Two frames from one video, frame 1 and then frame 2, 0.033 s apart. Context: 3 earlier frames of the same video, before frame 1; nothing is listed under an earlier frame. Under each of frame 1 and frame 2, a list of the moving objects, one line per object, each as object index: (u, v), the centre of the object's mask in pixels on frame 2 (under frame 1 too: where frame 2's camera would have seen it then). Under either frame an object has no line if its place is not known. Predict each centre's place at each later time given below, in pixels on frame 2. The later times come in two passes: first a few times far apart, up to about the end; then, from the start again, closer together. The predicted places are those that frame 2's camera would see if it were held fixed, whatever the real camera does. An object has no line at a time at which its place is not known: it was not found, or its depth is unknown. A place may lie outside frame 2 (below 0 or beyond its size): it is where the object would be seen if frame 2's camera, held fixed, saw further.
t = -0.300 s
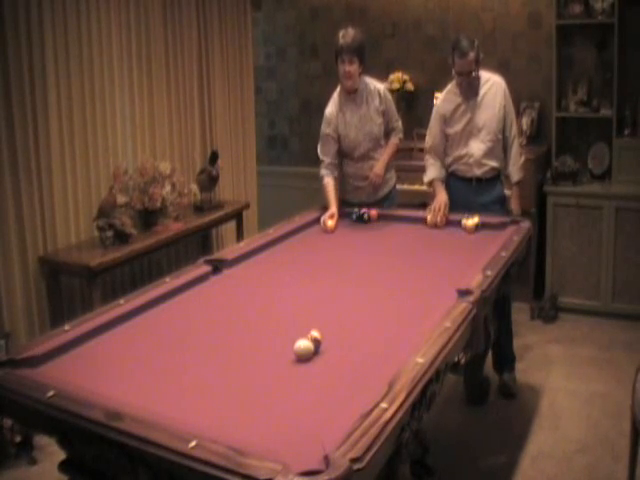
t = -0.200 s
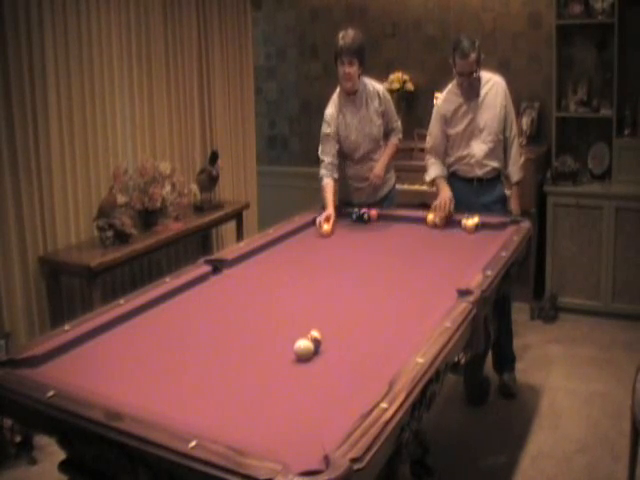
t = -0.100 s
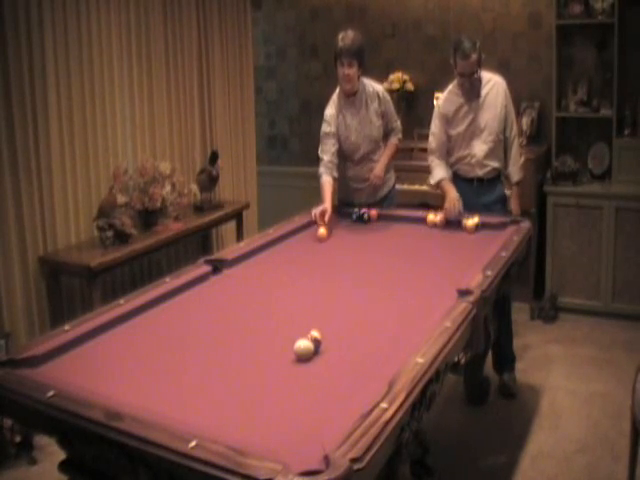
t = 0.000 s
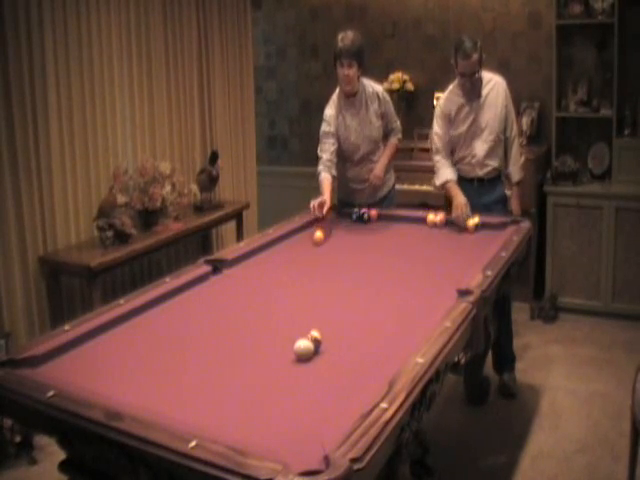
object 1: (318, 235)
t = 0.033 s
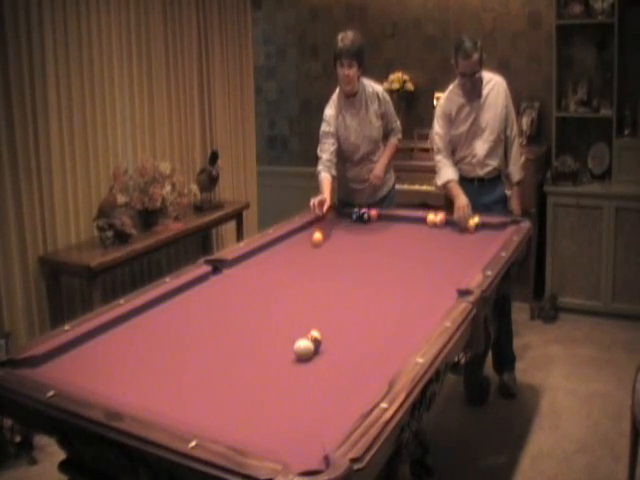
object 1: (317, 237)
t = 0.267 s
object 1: (309, 245)
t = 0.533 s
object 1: (299, 256)
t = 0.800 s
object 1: (288, 268)
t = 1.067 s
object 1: (276, 280)
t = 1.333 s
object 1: (264, 294)
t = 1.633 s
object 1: (249, 311)
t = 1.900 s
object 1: (233, 329)
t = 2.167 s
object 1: (217, 347)
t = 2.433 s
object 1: (200, 366)
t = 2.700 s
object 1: (181, 387)
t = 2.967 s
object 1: (169, 402)
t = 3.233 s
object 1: (189, 395)
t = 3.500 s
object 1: (207, 386)
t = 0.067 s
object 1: (315, 238)
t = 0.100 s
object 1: (314, 239)
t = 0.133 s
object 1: (313, 240)
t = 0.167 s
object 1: (312, 242)
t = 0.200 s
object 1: (311, 243)
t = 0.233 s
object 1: (310, 244)
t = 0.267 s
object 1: (309, 245)
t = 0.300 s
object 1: (307, 246)
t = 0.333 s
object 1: (306, 248)
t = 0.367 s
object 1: (305, 249)
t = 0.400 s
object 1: (304, 250)
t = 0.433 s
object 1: (303, 252)
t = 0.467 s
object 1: (301, 253)
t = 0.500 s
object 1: (300, 254)
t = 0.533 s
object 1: (299, 256)
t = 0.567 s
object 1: (297, 258)
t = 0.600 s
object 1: (296, 259)
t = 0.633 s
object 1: (295, 260)
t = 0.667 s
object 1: (293, 262)
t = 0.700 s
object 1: (292, 263)
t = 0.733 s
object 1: (291, 265)
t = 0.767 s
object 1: (289, 266)
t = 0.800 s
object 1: (288, 268)
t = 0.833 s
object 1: (287, 270)
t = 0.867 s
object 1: (285, 271)
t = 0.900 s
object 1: (283, 272)
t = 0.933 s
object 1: (282, 274)
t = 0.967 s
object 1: (280, 275)
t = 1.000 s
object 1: (279, 277)
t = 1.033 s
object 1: (278, 279)
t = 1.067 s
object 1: (276, 280)
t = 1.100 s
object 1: (275, 282)
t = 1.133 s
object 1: (273, 284)
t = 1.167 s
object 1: (272, 286)
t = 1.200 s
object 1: (270, 287)
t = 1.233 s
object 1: (268, 289)
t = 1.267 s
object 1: (267, 291)
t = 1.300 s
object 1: (265, 293)
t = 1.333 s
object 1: (264, 294)
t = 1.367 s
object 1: (262, 296)
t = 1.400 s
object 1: (260, 298)
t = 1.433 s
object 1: (259, 300)
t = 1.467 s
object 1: (257, 302)
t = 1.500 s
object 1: (255, 304)
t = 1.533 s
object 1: (254, 306)
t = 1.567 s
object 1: (252, 308)
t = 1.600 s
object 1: (250, 309)
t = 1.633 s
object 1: (249, 311)
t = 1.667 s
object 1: (247, 314)
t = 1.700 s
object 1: (245, 316)
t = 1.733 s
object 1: (243, 318)
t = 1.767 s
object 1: (241, 320)
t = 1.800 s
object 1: (239, 322)
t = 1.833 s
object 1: (237, 324)
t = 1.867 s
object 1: (235, 327)
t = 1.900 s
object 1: (233, 329)
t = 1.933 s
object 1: (230, 330)
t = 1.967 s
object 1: (229, 333)
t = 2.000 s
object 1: (227, 335)
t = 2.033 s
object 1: (226, 337)
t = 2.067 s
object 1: (223, 340)
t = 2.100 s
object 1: (221, 342)
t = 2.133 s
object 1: (220, 344)
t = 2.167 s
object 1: (217, 347)
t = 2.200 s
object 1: (215, 349)
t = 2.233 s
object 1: (213, 351)
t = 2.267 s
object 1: (211, 354)
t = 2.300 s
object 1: (209, 356)
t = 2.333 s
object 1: (207, 358)
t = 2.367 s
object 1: (205, 361)
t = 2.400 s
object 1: (202, 364)
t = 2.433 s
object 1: (200, 366)
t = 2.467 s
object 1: (198, 369)
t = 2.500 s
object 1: (195, 371)
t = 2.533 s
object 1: (193, 373)
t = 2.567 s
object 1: (191, 376)
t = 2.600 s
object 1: (188, 379)
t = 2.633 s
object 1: (186, 381)
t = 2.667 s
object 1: (184, 384)
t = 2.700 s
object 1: (181, 387)
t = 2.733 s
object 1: (179, 389)
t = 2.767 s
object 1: (176, 392)
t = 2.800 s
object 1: (174, 395)
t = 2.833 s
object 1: (171, 398)
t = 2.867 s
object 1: (169, 400)
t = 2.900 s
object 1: (166, 403)
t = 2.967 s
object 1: (169, 402)
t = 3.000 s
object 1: (172, 401)
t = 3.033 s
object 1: (175, 400)
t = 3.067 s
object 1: (177, 399)
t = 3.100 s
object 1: (180, 398)
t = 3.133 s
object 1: (183, 397)
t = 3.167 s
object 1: (185, 397)
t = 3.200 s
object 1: (187, 396)
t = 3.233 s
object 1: (189, 395)
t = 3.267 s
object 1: (192, 393)
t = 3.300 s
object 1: (194, 392)
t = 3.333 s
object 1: (196, 391)
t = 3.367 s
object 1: (198, 390)
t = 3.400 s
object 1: (201, 389)
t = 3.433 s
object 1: (203, 388)
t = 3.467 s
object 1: (205, 387)
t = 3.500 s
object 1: (207, 386)
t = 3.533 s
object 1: (209, 385)
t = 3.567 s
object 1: (211, 384)
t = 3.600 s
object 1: (212, 384)
